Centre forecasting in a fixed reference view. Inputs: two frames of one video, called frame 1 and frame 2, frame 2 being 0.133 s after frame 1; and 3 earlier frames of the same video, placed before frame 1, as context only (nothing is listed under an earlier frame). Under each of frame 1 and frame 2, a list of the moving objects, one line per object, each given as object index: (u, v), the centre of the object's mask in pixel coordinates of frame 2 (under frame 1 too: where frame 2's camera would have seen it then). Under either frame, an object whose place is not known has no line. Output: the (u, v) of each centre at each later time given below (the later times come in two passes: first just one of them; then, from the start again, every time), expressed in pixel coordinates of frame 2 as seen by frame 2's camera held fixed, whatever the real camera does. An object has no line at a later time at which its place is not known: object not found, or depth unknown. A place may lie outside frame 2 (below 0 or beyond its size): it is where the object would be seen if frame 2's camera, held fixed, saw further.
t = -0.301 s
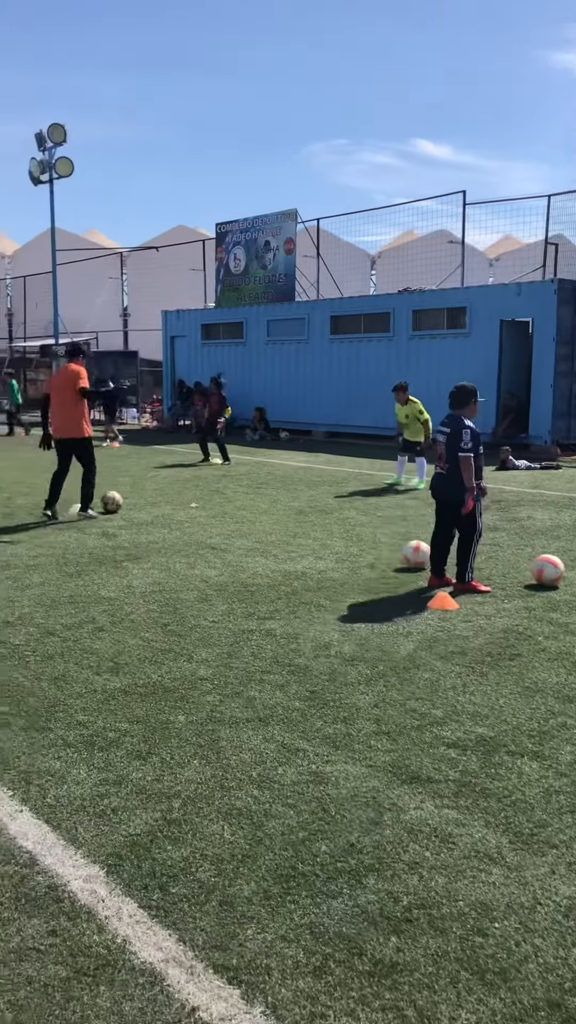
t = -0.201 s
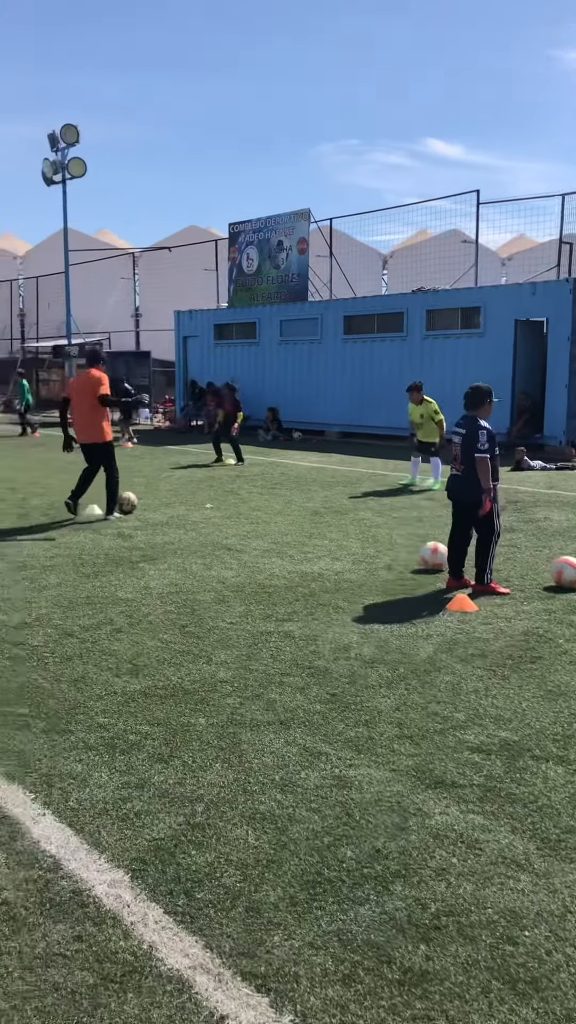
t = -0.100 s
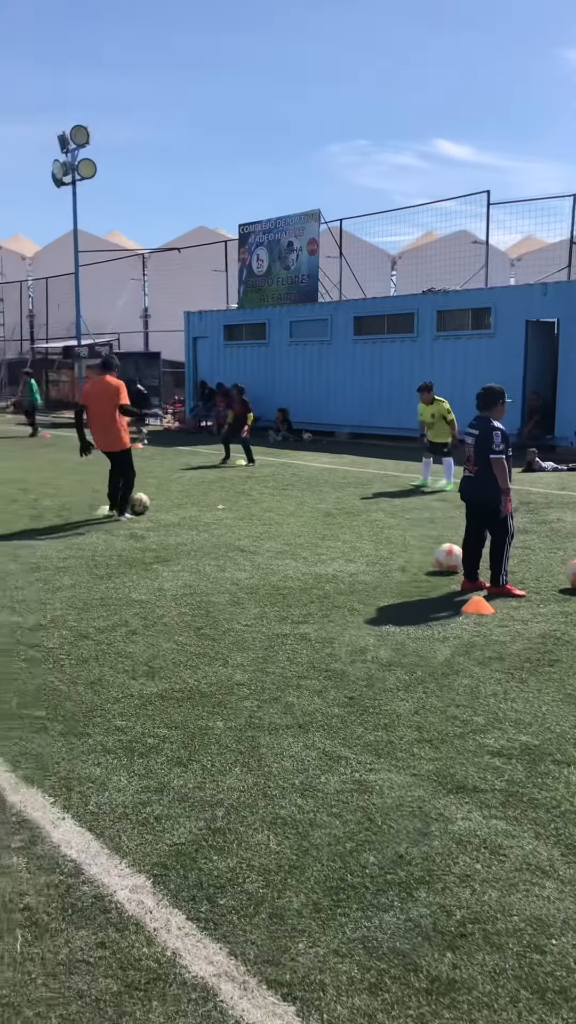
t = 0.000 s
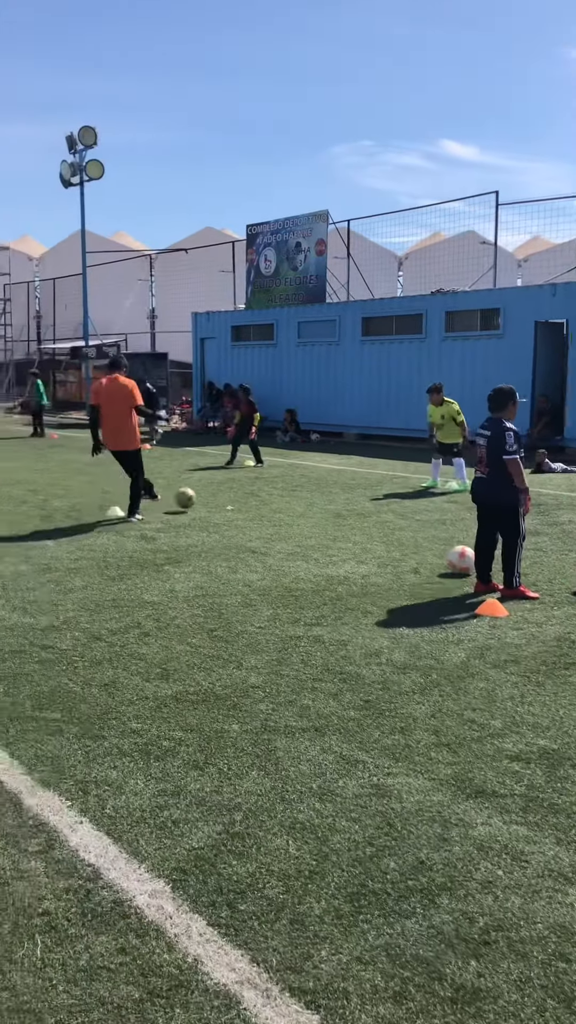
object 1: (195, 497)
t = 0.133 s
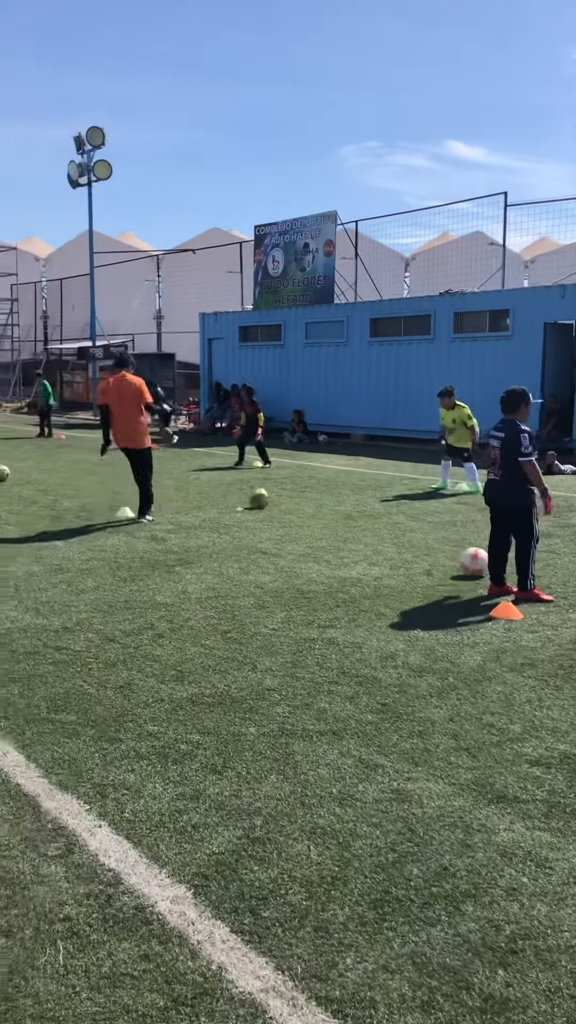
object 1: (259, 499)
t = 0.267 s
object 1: (309, 492)
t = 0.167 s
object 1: (272, 496)
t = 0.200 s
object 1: (285, 494)
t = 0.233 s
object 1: (297, 492)
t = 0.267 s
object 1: (309, 492)
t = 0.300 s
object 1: (322, 491)
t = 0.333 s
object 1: (332, 492)
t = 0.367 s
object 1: (343, 492)
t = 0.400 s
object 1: (353, 491)
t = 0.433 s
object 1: (362, 489)
